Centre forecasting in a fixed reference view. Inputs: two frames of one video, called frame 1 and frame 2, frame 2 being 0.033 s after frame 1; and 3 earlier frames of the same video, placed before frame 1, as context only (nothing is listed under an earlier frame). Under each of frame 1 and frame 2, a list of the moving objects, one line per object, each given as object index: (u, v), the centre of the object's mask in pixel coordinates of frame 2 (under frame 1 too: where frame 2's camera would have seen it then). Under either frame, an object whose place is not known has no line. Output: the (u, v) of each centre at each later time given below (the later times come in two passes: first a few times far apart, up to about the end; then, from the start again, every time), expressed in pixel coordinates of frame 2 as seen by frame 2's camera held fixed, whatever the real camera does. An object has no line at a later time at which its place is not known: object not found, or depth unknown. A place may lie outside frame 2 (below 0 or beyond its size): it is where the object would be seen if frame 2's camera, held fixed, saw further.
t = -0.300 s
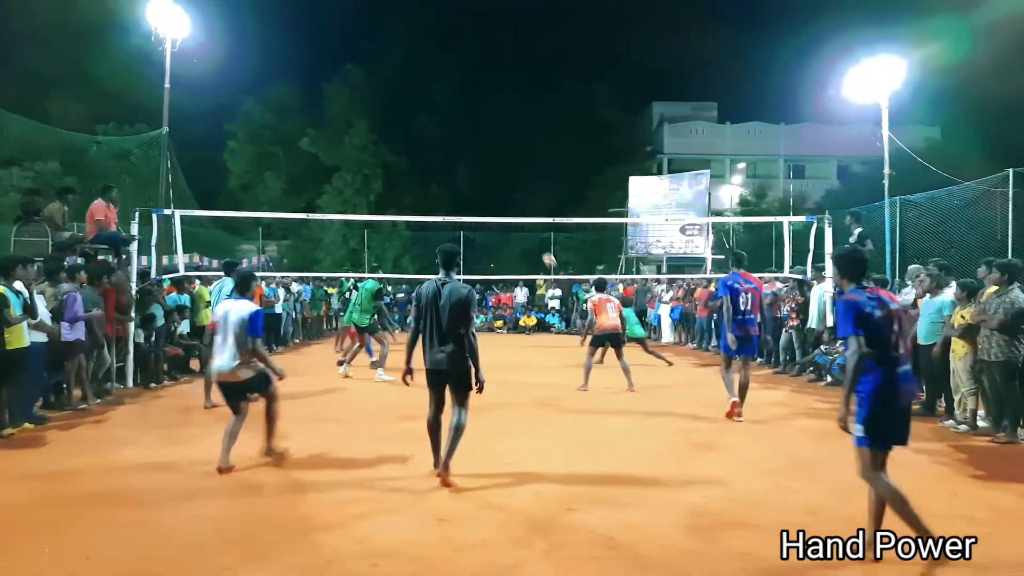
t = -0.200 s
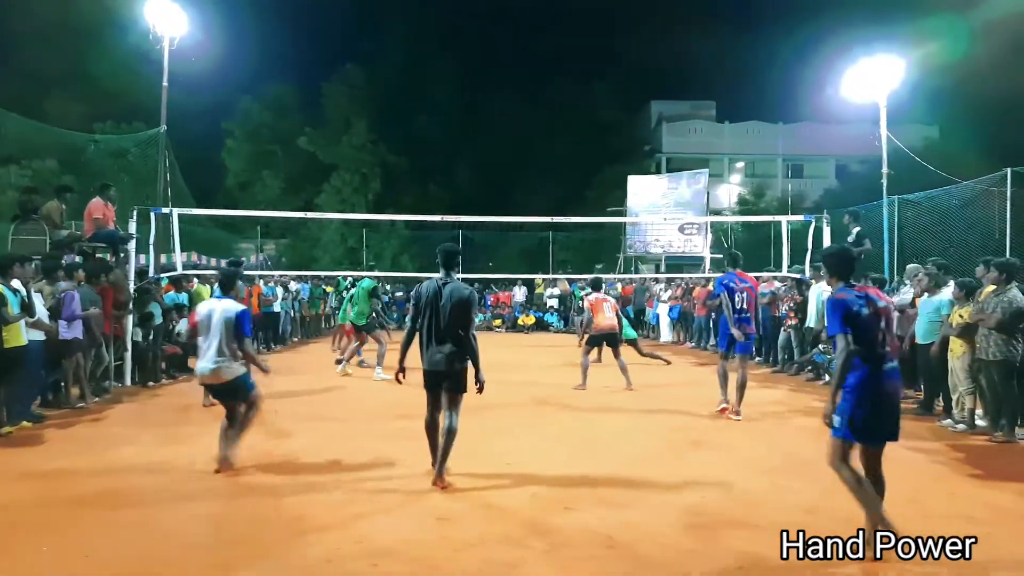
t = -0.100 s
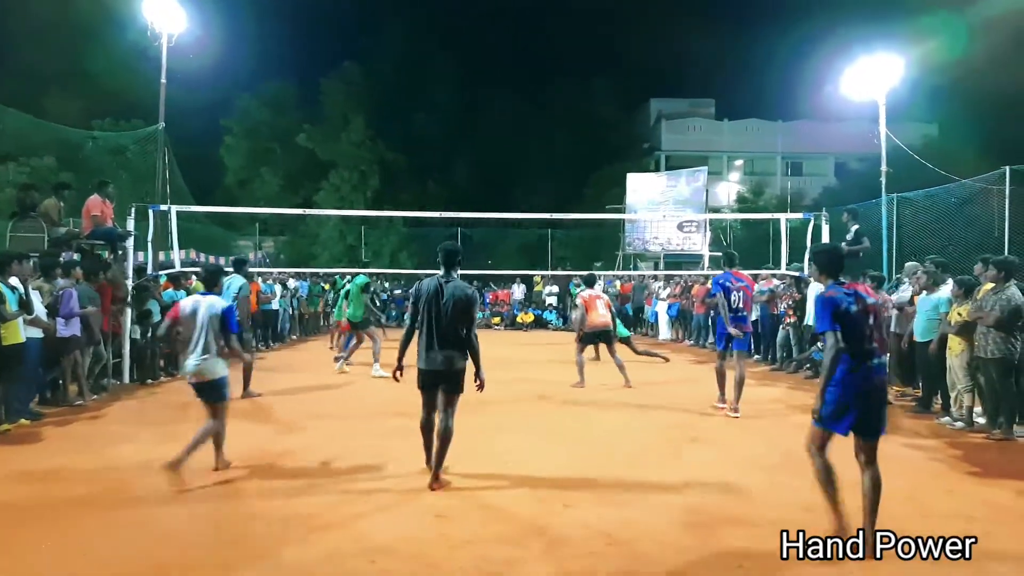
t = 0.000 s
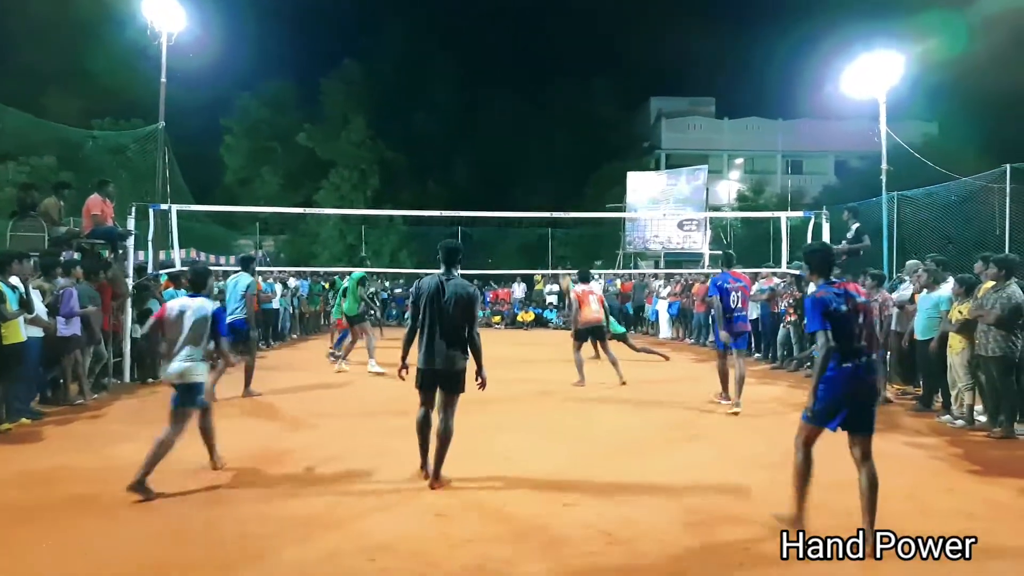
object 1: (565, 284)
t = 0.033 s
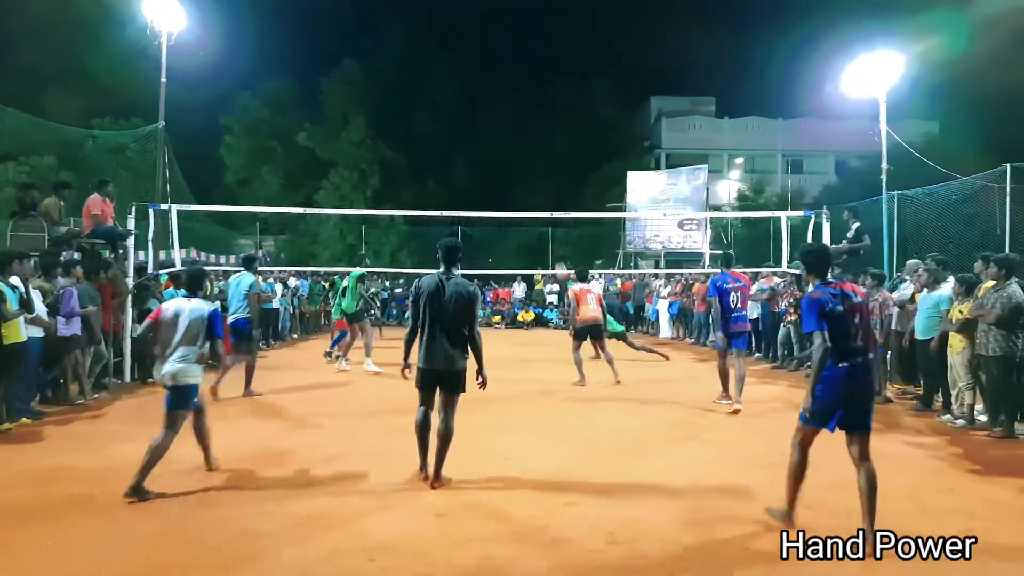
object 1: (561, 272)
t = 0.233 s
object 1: (536, 217)
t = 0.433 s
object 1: (510, 179)
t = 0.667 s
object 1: (481, 161)
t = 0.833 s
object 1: (460, 166)
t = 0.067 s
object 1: (557, 261)
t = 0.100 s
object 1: (553, 250)
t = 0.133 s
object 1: (548, 240)
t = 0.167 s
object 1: (544, 231)
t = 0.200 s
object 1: (540, 224)
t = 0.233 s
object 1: (536, 217)
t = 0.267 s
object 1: (531, 206)
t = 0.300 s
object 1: (527, 201)
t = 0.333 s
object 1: (523, 194)
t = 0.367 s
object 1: (519, 188)
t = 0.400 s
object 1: (515, 184)
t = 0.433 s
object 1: (510, 179)
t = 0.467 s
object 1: (506, 174)
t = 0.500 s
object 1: (502, 170)
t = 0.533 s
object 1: (498, 167)
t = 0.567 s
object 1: (494, 165)
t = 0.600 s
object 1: (490, 163)
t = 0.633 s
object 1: (485, 162)
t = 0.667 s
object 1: (481, 161)
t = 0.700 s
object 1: (477, 161)
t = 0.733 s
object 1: (473, 161)
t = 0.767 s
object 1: (469, 162)
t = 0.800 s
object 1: (465, 164)
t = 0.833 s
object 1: (460, 166)
